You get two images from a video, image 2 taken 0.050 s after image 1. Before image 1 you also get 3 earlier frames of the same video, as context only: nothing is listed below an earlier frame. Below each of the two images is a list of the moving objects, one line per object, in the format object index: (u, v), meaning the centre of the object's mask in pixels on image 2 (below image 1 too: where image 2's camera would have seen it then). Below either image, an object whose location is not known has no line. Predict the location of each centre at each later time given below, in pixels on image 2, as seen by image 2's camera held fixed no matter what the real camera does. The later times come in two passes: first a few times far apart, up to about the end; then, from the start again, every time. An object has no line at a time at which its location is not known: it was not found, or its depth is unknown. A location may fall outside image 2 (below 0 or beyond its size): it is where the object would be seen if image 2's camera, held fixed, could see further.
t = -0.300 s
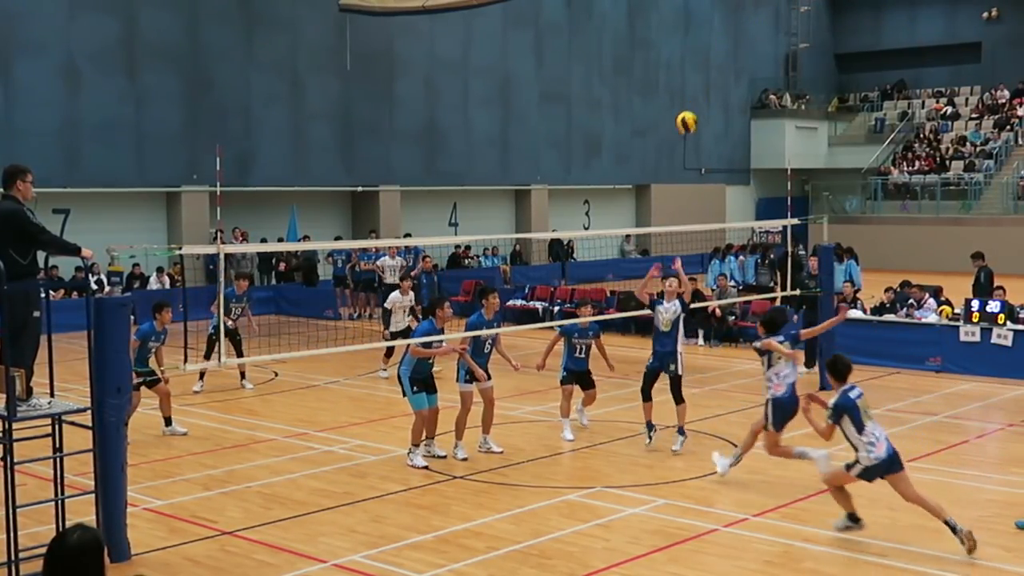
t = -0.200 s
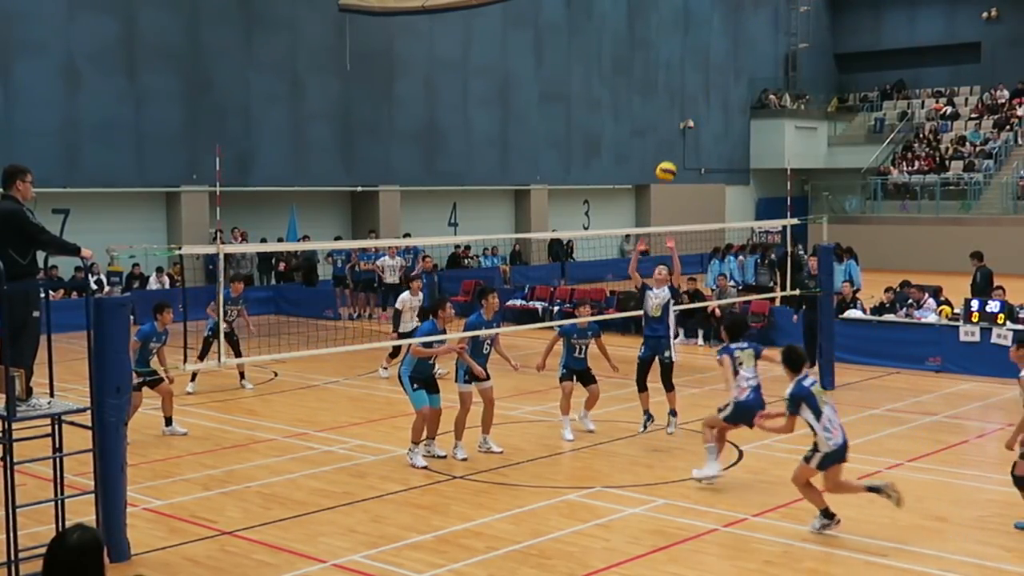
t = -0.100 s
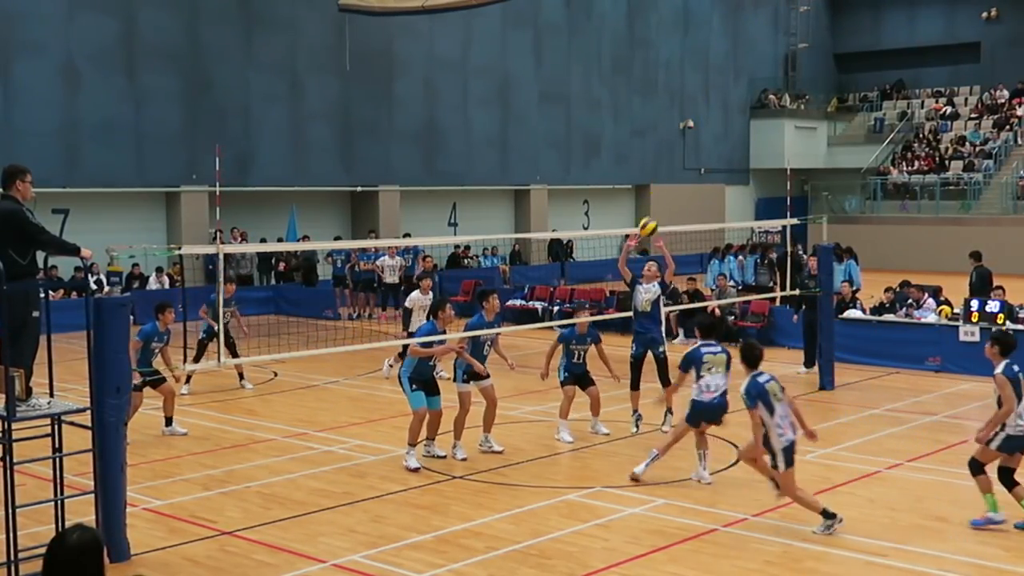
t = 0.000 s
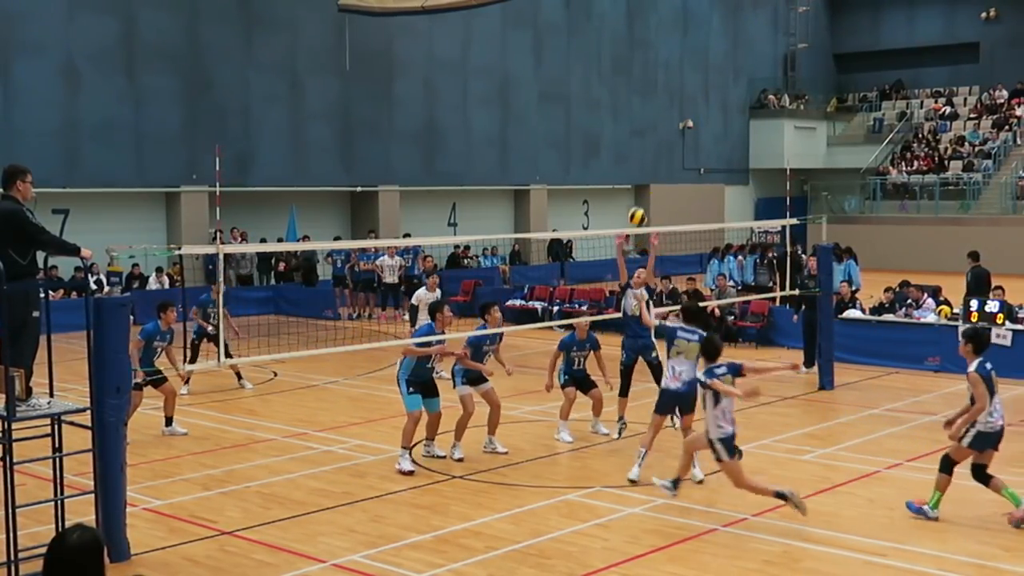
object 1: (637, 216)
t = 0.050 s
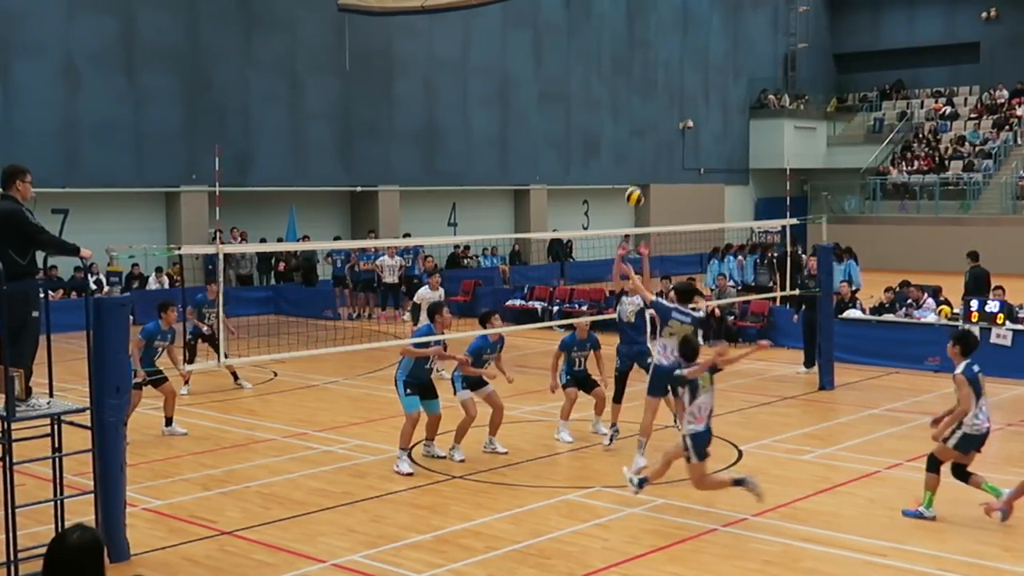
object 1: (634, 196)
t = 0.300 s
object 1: (619, 129)
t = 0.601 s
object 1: (602, 123)
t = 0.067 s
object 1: (633, 190)
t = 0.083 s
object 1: (632, 184)
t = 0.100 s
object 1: (631, 179)
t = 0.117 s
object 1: (630, 173)
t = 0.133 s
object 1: (629, 168)
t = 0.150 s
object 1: (628, 163)
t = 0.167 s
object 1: (627, 158)
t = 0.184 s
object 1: (626, 154)
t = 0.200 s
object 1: (625, 149)
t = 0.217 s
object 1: (624, 146)
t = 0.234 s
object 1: (624, 142)
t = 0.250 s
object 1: (622, 138)
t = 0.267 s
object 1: (621, 135)
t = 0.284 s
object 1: (621, 132)
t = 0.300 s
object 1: (619, 129)
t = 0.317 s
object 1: (619, 126)
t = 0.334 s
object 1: (618, 124)
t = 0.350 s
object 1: (617, 122)
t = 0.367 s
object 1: (616, 120)
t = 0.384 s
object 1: (614, 119)
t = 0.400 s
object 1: (614, 118)
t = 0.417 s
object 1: (613, 117)
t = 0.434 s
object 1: (612, 116)
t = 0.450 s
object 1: (611, 115)
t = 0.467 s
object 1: (610, 115)
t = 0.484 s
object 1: (609, 115)
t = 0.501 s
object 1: (608, 116)
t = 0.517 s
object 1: (607, 116)
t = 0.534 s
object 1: (606, 117)
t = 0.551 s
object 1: (605, 119)
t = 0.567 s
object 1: (604, 120)
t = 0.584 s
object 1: (603, 121)
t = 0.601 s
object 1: (602, 123)
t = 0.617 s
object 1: (601, 126)
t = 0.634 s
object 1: (600, 128)
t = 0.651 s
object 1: (600, 131)
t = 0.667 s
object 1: (599, 134)
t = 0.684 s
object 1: (597, 137)
